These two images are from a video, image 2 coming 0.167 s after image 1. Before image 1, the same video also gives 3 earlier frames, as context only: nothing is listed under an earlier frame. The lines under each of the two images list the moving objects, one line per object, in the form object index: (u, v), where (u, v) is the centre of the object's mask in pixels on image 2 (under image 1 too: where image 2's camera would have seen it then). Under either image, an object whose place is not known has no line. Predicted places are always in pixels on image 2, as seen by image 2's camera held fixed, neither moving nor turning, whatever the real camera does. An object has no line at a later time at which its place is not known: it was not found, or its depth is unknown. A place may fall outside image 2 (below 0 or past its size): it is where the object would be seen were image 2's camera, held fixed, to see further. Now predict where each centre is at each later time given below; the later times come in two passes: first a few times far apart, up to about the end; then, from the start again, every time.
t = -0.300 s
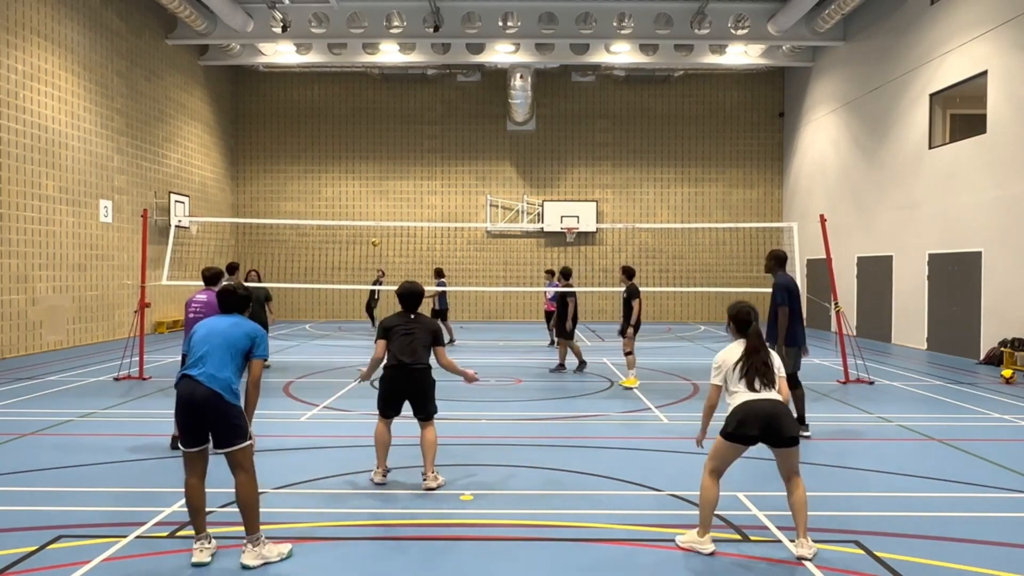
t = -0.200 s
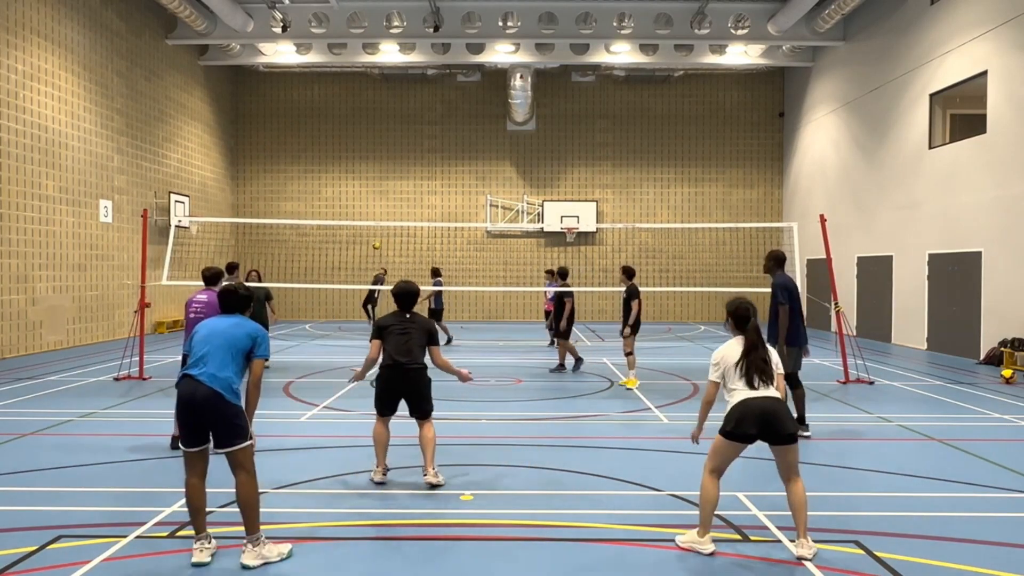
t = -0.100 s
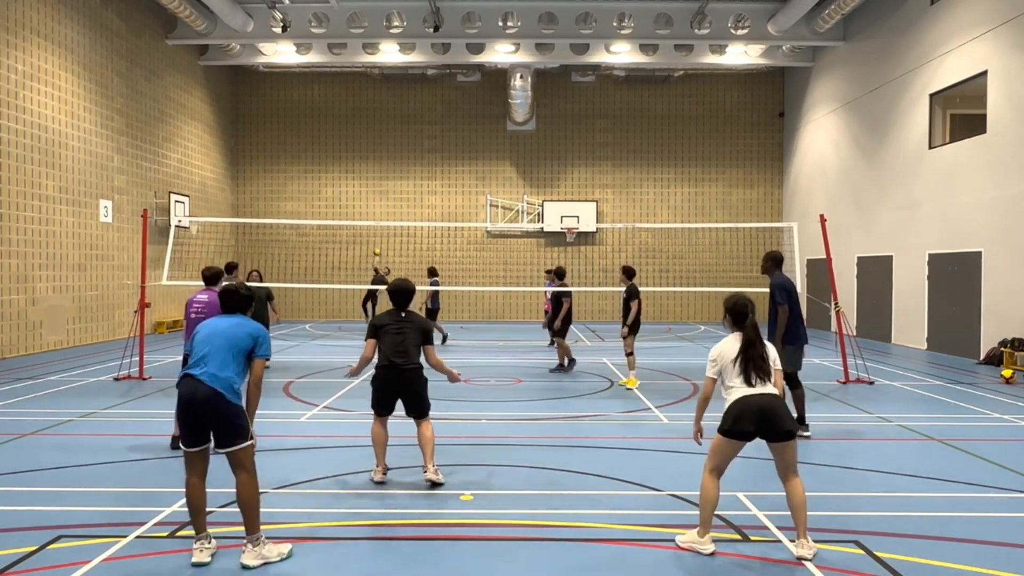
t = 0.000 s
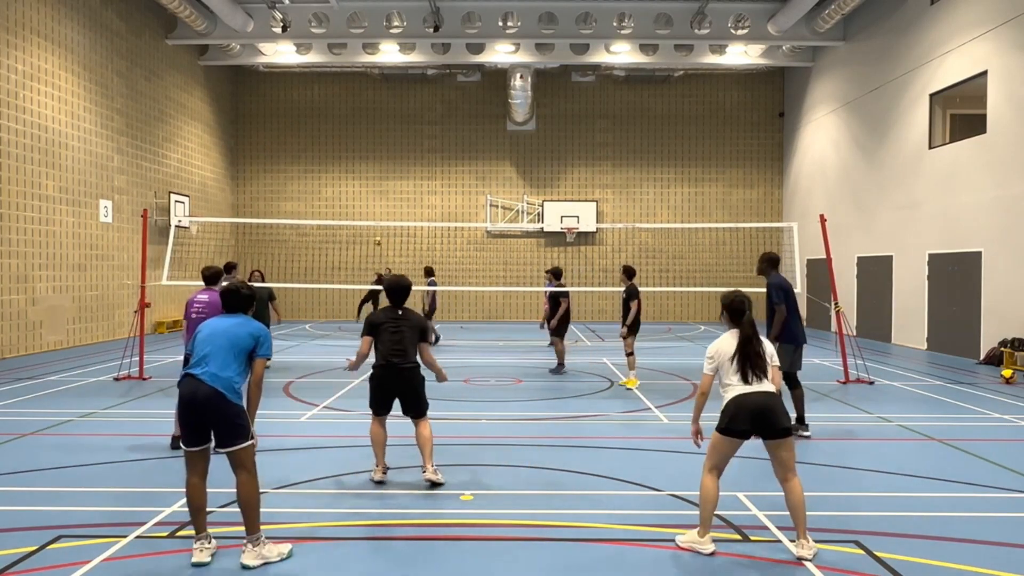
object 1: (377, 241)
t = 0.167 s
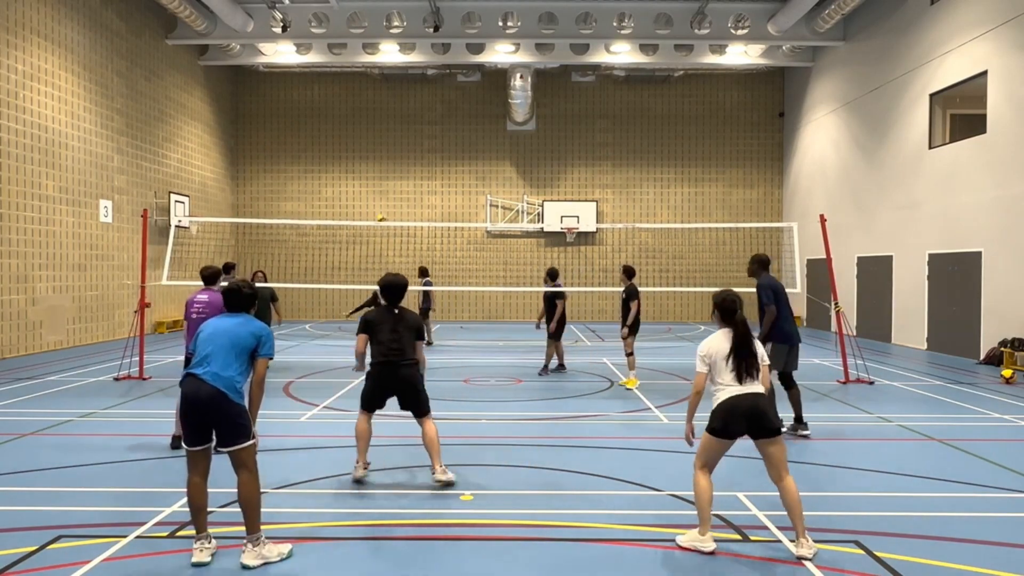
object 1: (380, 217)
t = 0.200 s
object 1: (381, 213)
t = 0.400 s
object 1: (385, 195)
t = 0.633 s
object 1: (396, 202)
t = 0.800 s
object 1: (407, 236)
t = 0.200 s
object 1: (381, 213)
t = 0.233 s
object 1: (382, 209)
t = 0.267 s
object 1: (383, 206)
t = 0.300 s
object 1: (383, 202)
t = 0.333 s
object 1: (383, 199)
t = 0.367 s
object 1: (385, 197)
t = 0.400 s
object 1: (385, 195)
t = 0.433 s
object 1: (387, 194)
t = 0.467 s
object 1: (388, 194)
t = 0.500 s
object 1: (389, 194)
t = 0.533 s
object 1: (390, 194)
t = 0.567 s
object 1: (393, 196)
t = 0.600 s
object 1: (395, 198)
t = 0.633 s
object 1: (396, 202)
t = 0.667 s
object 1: (399, 207)
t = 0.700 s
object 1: (400, 212)
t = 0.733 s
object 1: (402, 218)
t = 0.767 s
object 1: (406, 227)
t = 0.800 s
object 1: (407, 236)
